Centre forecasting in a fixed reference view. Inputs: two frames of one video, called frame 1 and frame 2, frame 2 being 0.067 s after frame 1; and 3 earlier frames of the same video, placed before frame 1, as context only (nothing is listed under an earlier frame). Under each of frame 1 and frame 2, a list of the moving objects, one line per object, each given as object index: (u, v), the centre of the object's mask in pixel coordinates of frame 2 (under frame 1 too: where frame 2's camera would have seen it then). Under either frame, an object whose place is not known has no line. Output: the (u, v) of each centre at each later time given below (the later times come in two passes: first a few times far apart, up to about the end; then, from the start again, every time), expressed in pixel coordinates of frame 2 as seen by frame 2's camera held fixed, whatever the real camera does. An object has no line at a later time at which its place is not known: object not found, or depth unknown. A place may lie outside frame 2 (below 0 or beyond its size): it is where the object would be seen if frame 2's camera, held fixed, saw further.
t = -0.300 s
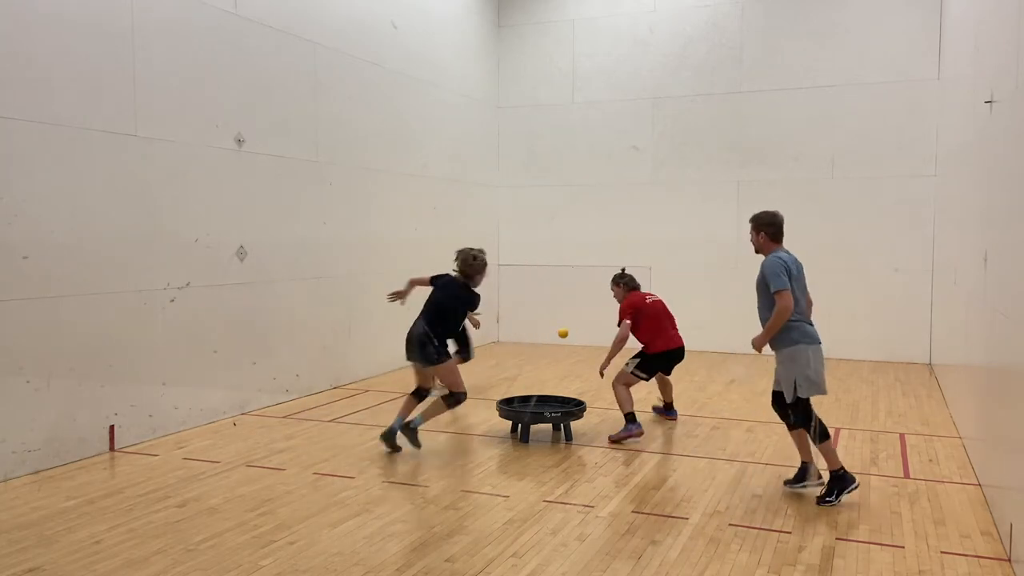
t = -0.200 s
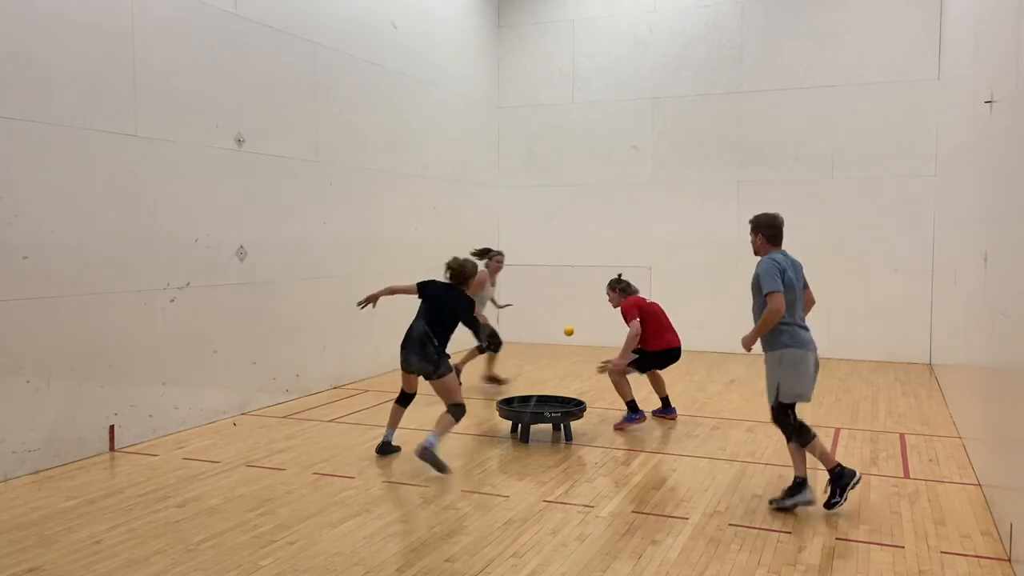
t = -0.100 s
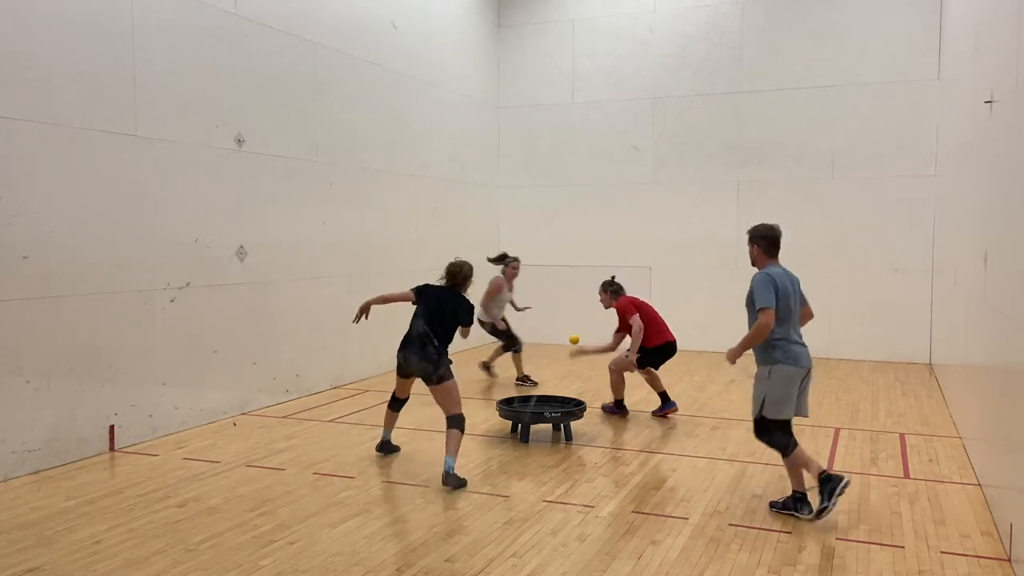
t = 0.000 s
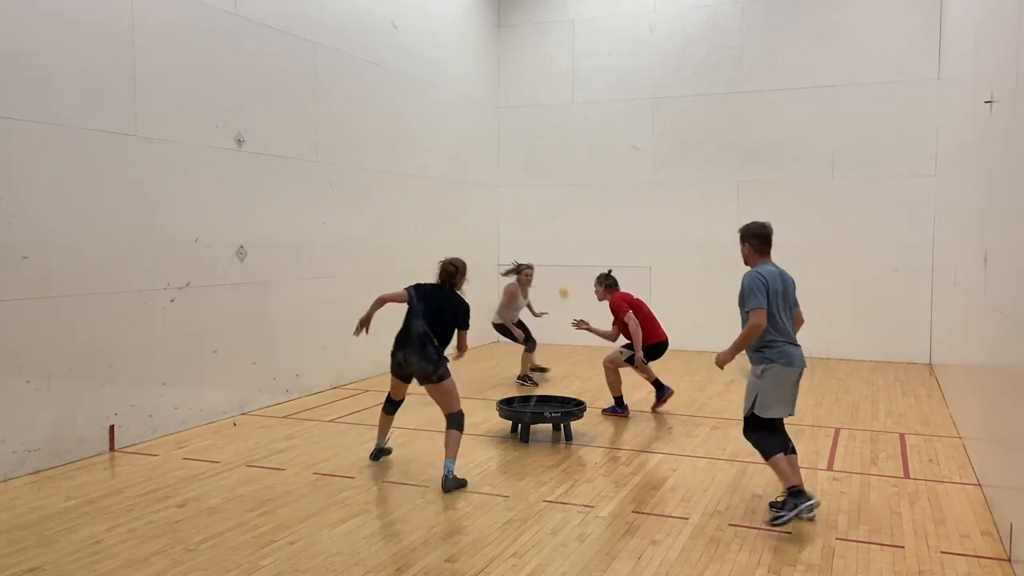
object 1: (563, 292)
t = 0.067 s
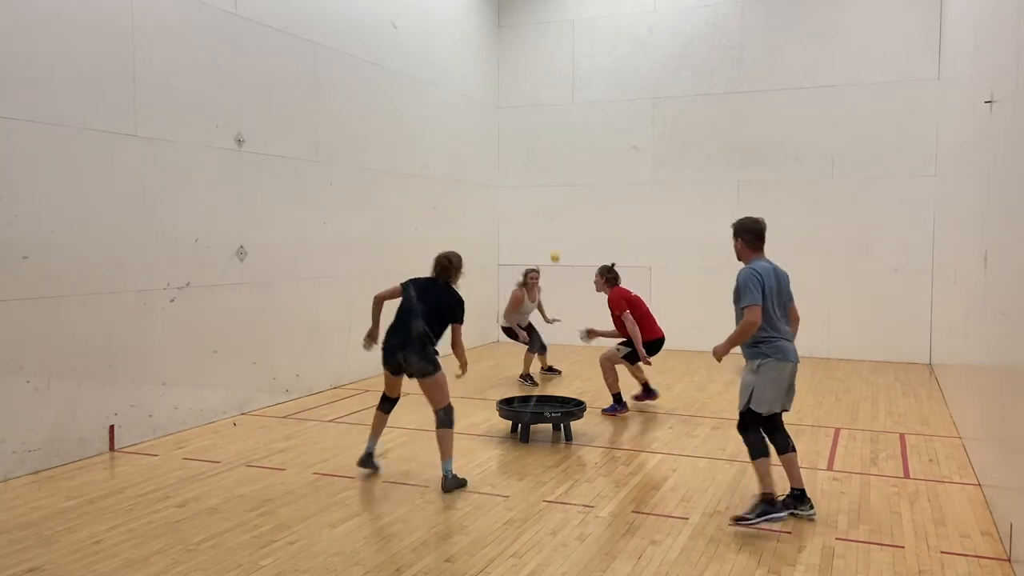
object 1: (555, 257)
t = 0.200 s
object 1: (538, 203)
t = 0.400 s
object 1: (512, 157)
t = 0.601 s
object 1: (488, 152)
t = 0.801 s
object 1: (464, 187)
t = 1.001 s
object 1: (442, 257)
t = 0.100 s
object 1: (550, 243)
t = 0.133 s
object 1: (546, 228)
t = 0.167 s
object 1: (542, 215)
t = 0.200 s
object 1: (538, 203)
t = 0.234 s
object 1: (533, 193)
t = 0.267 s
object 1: (529, 183)
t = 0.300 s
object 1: (525, 175)
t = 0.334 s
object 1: (520, 167)
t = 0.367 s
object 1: (516, 162)
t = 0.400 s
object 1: (512, 157)
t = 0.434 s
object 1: (508, 153)
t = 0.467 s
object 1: (504, 151)
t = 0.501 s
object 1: (500, 149)
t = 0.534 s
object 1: (495, 149)
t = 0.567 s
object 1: (492, 150)
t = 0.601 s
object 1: (488, 152)
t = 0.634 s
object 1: (484, 155)
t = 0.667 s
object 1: (480, 159)
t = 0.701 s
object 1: (476, 165)
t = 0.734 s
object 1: (472, 171)
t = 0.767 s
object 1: (468, 179)
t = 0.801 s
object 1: (464, 187)
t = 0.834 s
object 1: (461, 196)
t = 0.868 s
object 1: (457, 207)
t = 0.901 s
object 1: (453, 218)
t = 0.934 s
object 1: (450, 230)
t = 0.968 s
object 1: (446, 243)
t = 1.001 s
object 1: (442, 257)
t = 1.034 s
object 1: (439, 272)
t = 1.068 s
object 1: (436, 287)
